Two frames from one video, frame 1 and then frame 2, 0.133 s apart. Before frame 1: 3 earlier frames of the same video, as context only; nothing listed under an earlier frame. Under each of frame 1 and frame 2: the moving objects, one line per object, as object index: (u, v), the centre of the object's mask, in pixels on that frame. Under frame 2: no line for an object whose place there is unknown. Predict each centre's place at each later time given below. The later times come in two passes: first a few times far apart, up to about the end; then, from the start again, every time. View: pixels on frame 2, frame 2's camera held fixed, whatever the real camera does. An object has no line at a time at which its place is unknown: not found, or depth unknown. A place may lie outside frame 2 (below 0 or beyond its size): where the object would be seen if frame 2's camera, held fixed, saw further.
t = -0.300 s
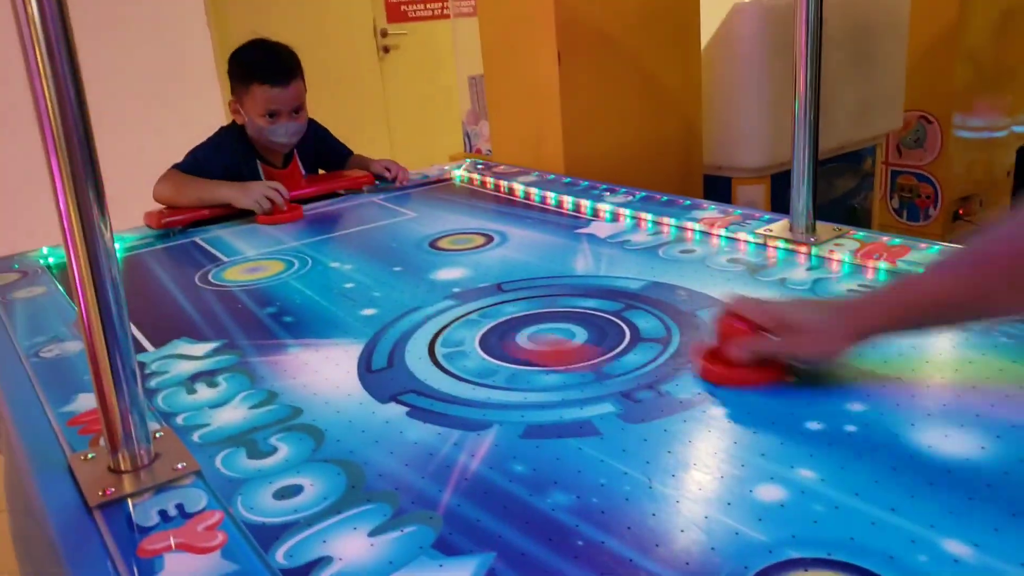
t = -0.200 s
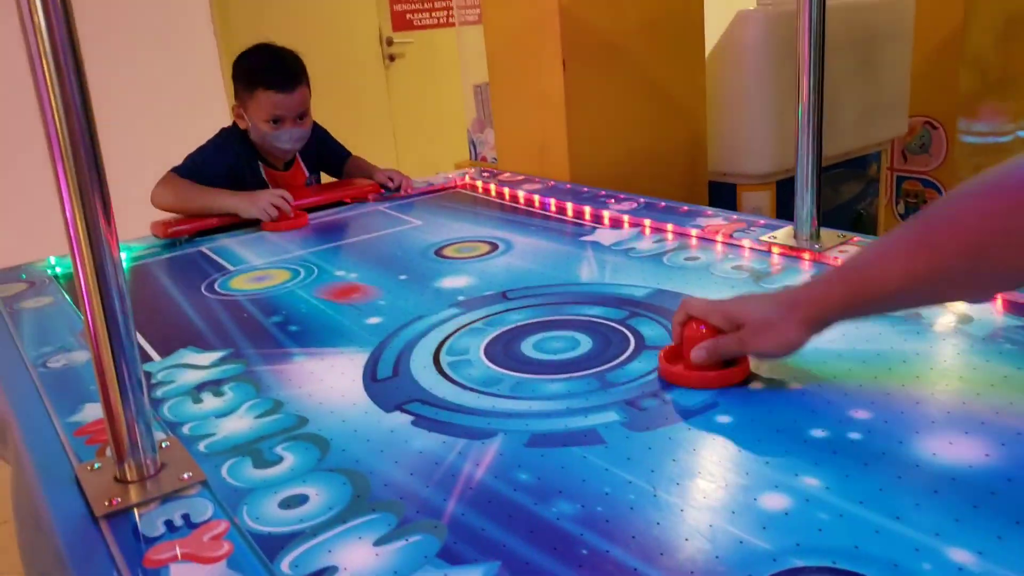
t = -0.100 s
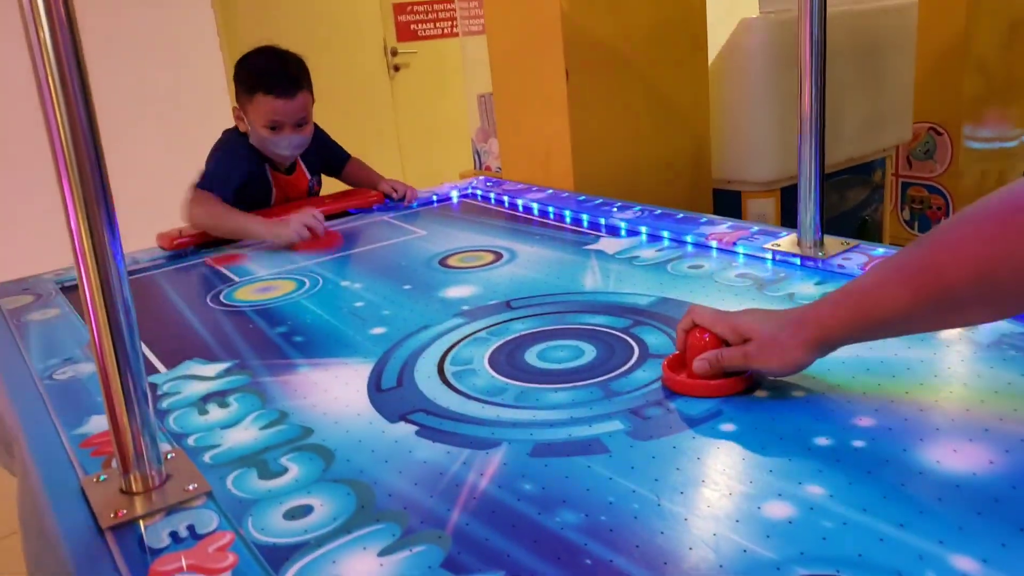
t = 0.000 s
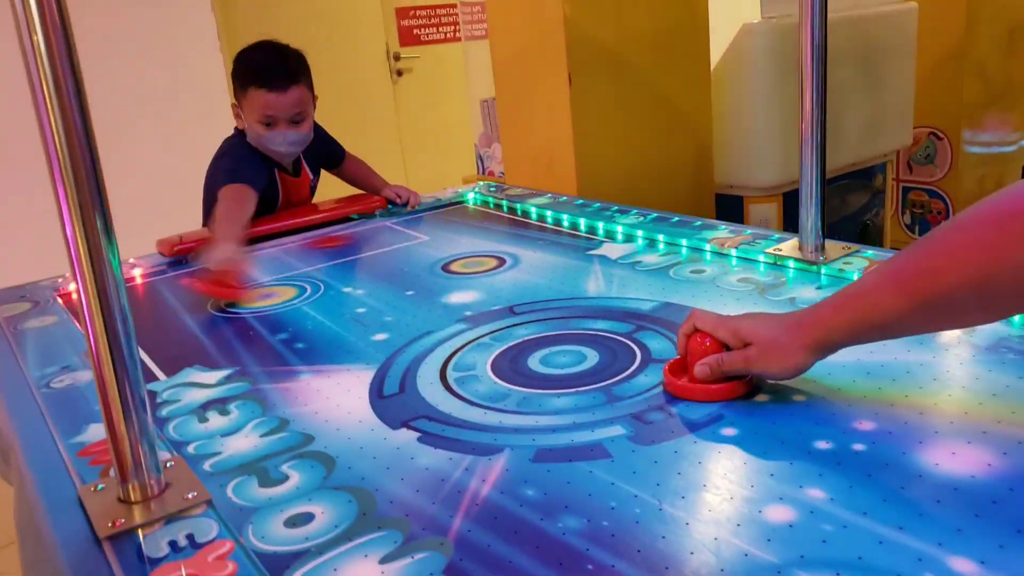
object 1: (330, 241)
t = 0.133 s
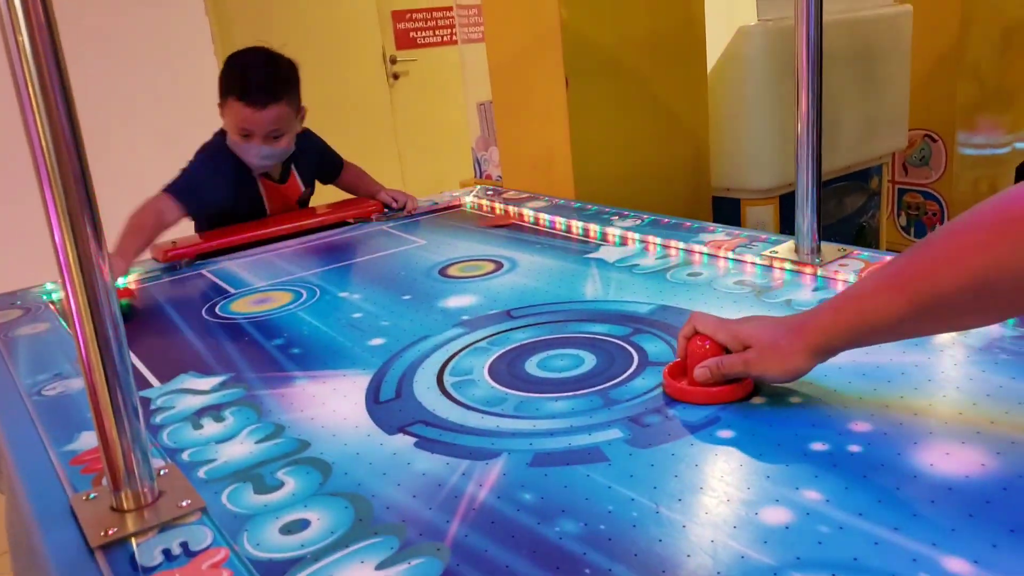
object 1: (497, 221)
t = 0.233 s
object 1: (479, 241)
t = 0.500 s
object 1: (354, 316)
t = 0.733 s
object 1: (299, 354)
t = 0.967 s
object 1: (296, 356)
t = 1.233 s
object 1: (296, 357)
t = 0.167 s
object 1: (508, 223)
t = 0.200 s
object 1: (495, 231)
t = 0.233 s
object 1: (479, 241)
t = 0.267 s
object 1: (462, 251)
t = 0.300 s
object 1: (445, 260)
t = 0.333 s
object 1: (429, 270)
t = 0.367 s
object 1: (413, 280)
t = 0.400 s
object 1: (399, 289)
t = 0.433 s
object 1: (384, 298)
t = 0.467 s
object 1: (369, 308)
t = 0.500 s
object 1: (354, 316)
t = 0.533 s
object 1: (341, 324)
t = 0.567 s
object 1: (330, 331)
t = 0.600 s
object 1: (321, 338)
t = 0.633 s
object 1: (313, 343)
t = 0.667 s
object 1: (307, 348)
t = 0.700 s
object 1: (302, 351)
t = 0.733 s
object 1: (299, 354)
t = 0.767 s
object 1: (297, 356)
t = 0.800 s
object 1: (296, 357)
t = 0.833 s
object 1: (296, 357)
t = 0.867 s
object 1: (296, 356)
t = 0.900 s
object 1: (296, 356)
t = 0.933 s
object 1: (296, 356)
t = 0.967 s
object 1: (296, 356)
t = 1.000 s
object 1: (296, 357)
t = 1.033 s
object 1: (296, 357)
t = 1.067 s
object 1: (296, 356)
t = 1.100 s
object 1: (296, 357)
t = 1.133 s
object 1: (296, 356)
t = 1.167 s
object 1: (296, 357)
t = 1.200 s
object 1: (296, 357)
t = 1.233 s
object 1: (296, 357)
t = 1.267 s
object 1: (296, 357)
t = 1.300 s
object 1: (296, 357)
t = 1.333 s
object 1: (296, 356)
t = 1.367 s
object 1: (296, 356)
